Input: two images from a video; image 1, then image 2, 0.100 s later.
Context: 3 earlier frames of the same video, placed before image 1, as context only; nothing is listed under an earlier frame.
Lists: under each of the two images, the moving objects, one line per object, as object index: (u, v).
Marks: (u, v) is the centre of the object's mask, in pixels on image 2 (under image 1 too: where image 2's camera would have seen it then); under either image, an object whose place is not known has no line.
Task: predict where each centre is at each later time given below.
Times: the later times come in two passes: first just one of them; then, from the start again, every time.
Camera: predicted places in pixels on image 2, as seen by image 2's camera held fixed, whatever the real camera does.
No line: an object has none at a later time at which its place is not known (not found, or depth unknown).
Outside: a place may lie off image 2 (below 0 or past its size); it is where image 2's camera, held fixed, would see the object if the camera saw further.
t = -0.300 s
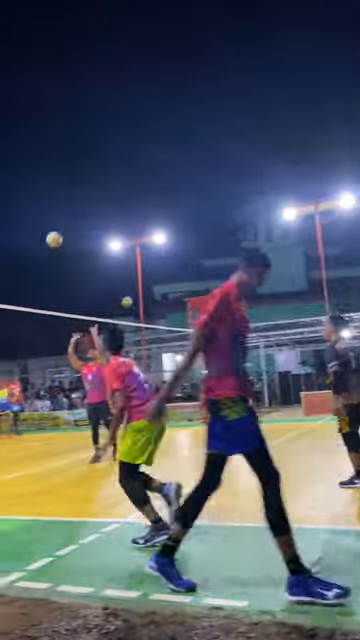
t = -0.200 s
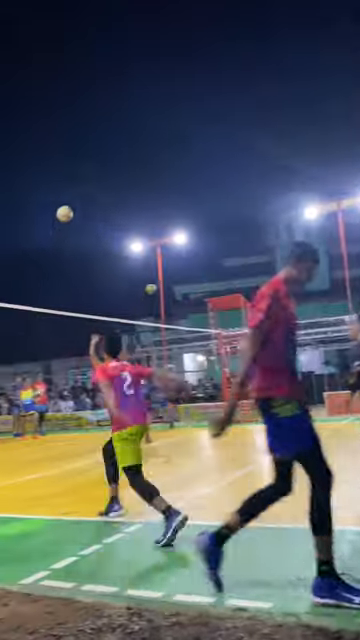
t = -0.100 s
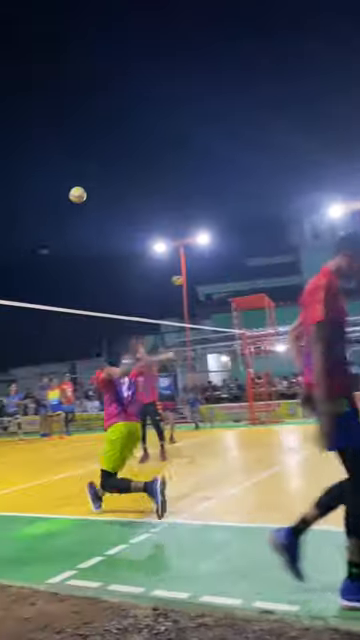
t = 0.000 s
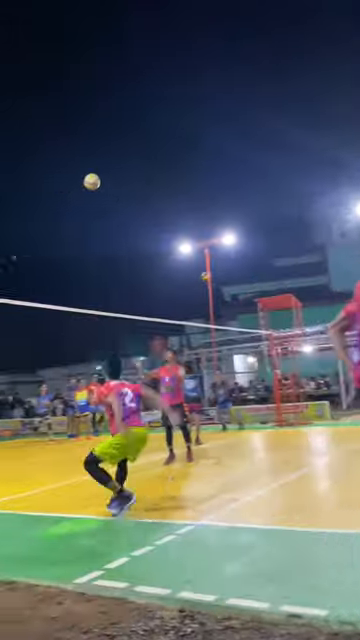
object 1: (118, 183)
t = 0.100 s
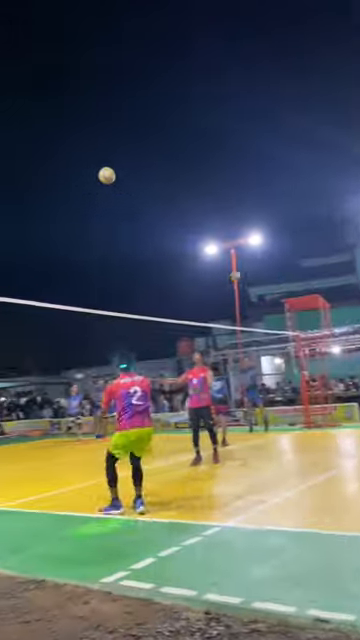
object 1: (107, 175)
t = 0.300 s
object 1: (83, 180)
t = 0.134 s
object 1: (102, 174)
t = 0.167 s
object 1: (99, 174)
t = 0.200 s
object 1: (95, 174)
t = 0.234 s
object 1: (90, 175)
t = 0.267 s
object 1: (86, 177)
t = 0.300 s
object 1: (83, 180)
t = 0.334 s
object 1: (79, 184)
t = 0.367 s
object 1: (74, 188)
